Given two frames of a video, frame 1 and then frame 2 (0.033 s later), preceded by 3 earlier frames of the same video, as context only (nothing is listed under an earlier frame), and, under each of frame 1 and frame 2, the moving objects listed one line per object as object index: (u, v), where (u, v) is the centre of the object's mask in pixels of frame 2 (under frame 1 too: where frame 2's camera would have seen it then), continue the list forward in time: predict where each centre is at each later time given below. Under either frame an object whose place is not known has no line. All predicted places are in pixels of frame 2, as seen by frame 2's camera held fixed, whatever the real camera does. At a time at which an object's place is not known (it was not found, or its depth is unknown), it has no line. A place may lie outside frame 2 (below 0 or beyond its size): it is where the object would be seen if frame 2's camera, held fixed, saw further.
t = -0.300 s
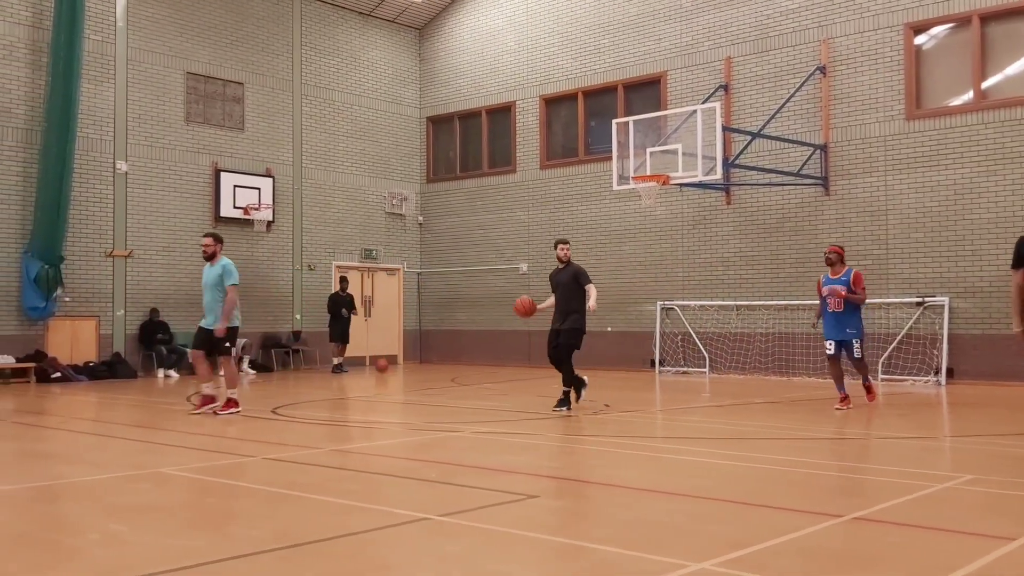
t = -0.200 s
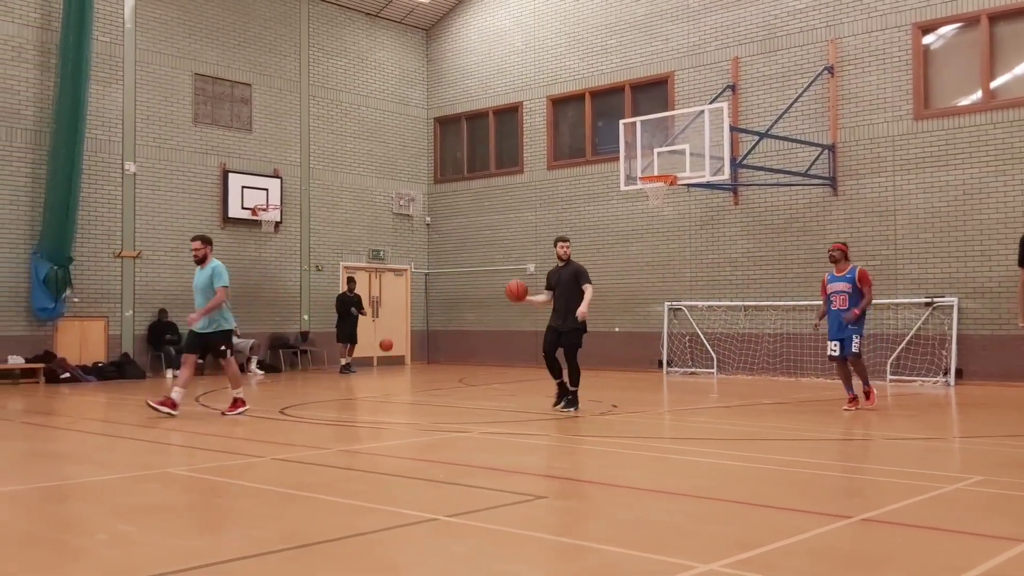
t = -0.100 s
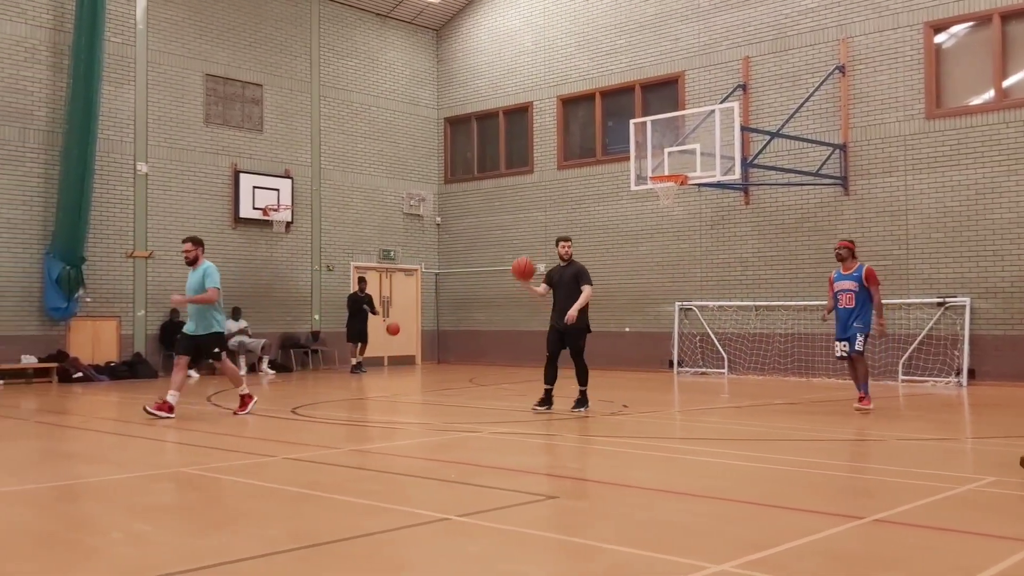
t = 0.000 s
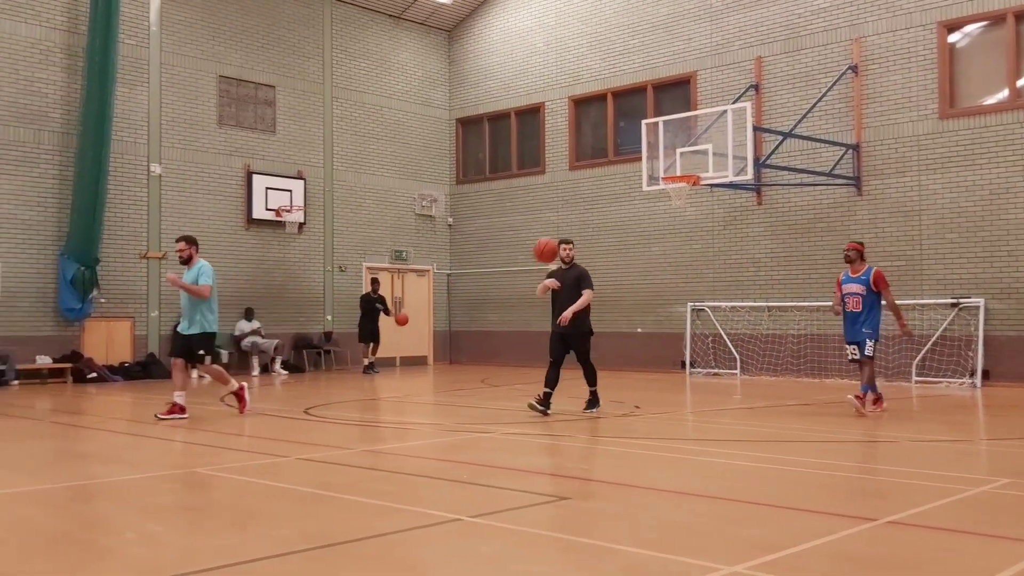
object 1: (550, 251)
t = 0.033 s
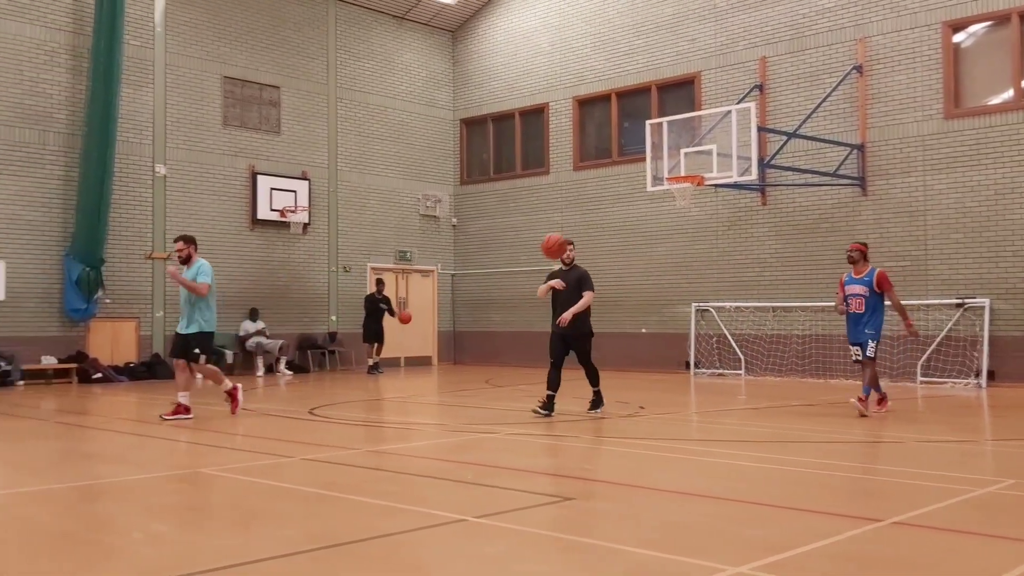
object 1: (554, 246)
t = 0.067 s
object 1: (558, 243)
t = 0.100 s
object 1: (561, 240)
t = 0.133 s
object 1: (565, 239)
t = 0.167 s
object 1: (570, 238)
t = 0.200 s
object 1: (575, 240)
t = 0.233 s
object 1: (580, 242)
